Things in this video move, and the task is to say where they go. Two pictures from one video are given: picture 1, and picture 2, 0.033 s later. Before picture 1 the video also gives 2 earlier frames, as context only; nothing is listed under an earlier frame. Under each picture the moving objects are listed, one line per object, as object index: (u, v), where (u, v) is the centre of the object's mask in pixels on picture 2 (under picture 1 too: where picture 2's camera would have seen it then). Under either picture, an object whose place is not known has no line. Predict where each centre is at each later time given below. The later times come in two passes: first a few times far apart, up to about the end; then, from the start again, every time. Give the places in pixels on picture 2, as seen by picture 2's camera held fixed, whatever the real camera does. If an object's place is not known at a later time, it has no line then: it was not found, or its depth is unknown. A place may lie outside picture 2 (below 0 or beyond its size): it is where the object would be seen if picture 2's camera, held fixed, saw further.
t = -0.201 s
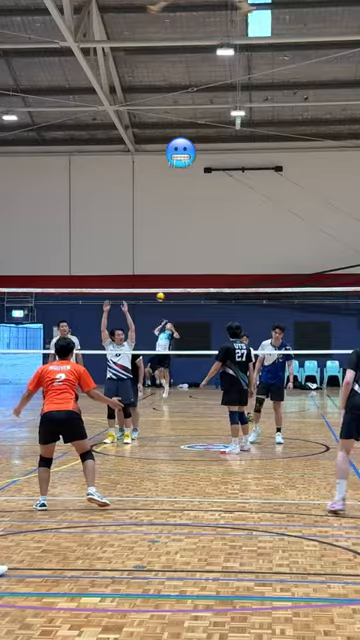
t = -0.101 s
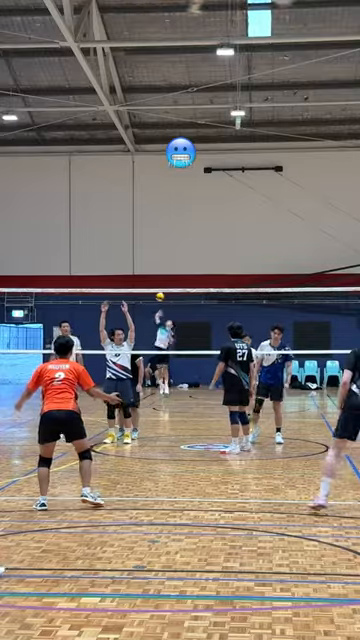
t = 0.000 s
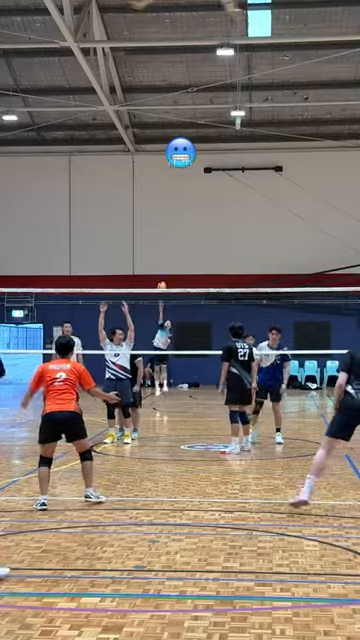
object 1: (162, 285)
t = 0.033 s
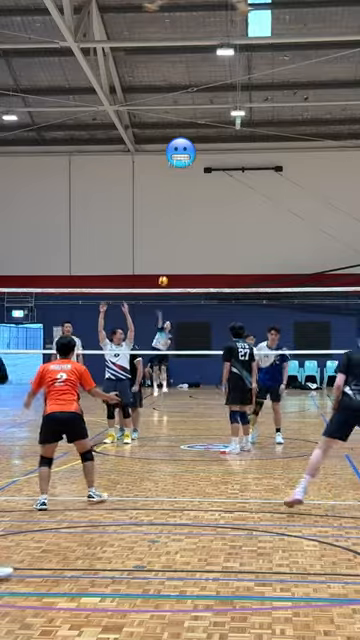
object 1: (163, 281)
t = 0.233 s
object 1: (172, 254)
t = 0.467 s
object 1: (188, 242)
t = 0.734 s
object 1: (216, 266)
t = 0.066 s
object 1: (164, 276)
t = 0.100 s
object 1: (165, 270)
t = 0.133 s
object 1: (167, 266)
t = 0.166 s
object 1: (168, 261)
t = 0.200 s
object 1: (170, 258)
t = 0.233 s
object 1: (172, 254)
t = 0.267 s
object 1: (174, 251)
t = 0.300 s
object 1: (178, 248)
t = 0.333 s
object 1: (180, 246)
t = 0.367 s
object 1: (181, 247)
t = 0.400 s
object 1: (184, 245)
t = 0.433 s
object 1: (186, 243)
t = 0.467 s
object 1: (188, 242)
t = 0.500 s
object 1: (192, 243)
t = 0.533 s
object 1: (196, 244)
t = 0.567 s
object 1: (197, 246)
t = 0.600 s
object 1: (201, 248)
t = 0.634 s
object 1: (205, 251)
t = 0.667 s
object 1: (209, 255)
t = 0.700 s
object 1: (212, 261)
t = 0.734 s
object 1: (216, 266)
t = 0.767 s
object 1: (220, 274)
